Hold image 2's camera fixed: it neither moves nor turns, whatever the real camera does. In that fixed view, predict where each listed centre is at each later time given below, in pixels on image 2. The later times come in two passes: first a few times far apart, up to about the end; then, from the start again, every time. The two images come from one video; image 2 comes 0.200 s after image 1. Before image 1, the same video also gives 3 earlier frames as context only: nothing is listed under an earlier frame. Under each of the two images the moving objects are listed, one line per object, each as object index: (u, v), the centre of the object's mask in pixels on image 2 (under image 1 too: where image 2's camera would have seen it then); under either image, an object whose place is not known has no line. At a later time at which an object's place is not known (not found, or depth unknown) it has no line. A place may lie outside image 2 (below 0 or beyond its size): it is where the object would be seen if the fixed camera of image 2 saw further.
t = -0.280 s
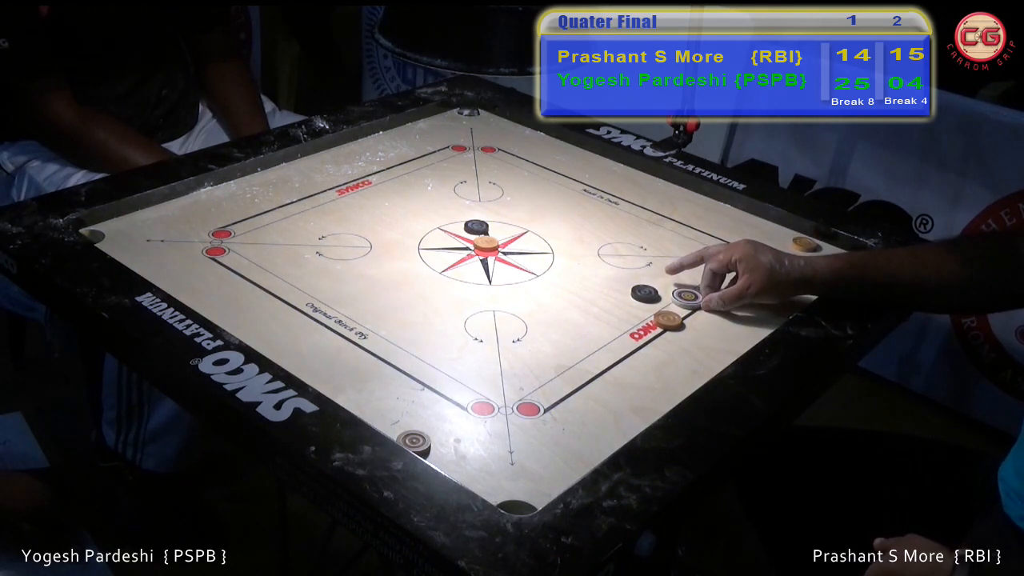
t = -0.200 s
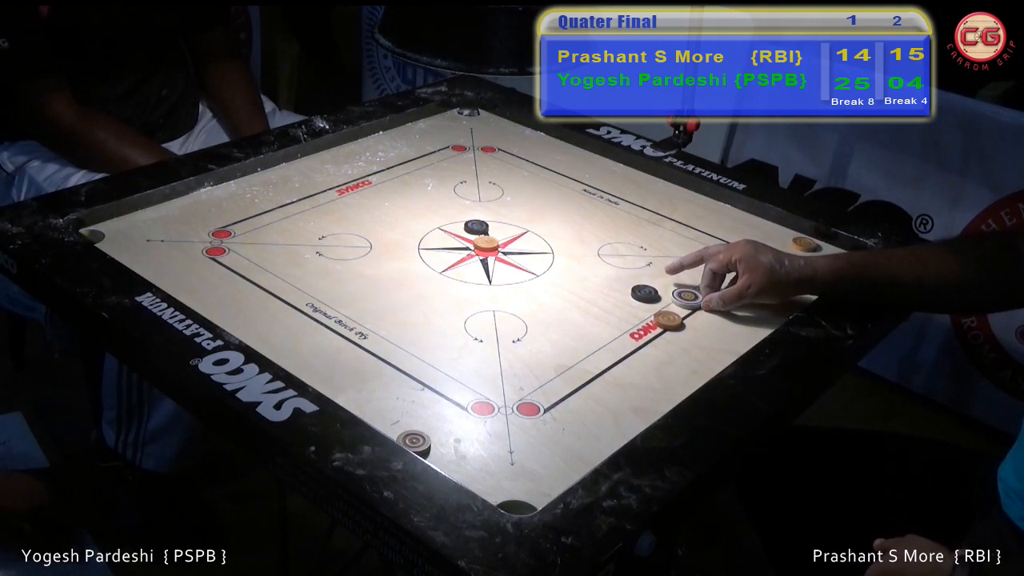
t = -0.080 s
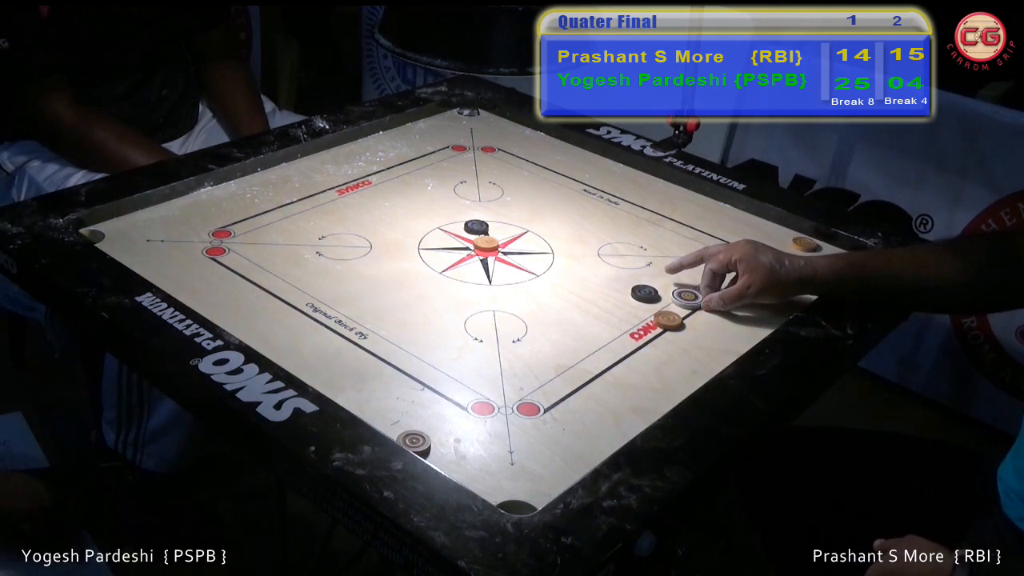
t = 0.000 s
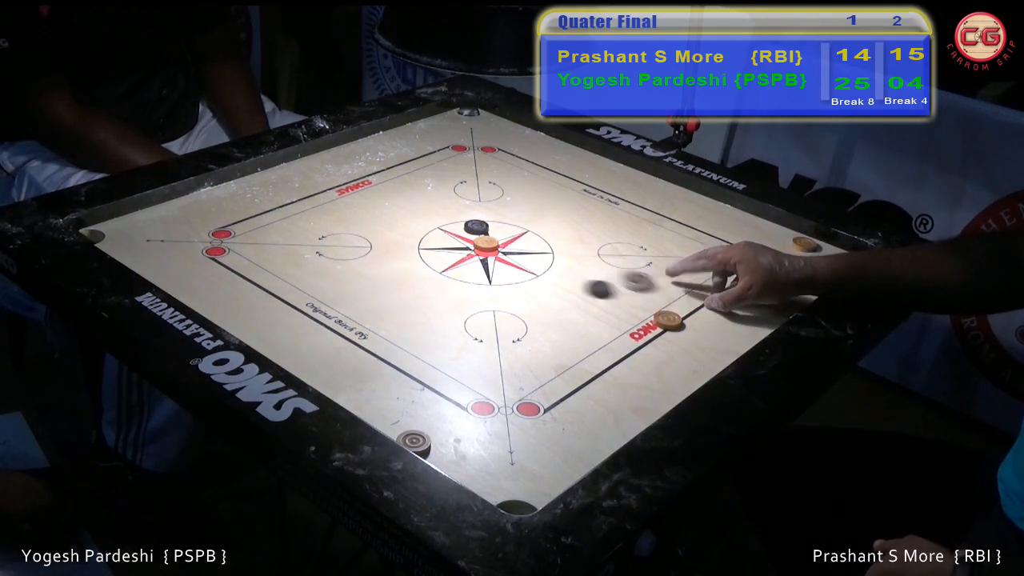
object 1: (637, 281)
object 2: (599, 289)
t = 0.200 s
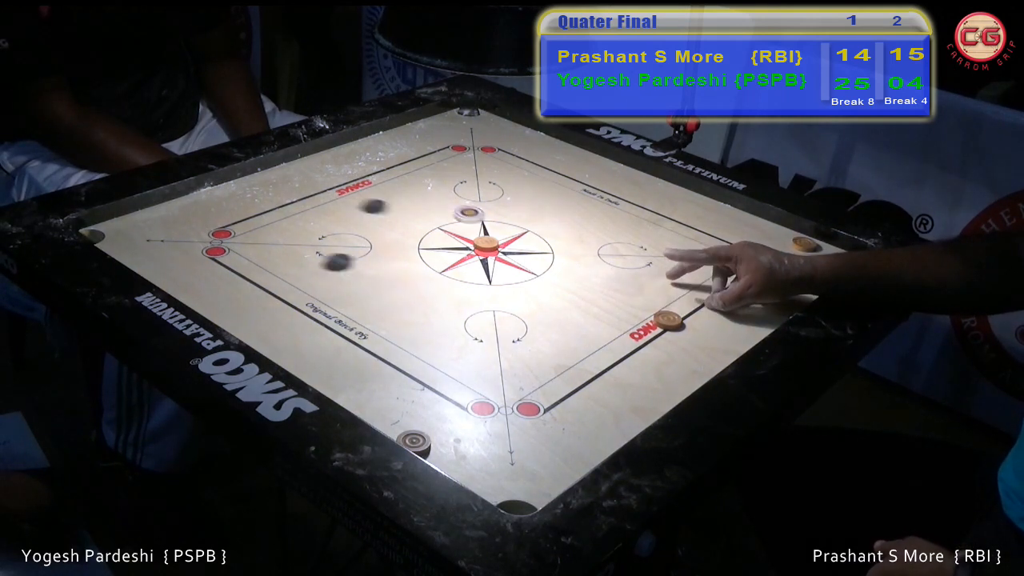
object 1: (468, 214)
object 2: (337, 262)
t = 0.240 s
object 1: (454, 206)
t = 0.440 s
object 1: (400, 177)
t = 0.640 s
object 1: (375, 163)
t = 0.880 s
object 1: (371, 160)
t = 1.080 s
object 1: (371, 160)
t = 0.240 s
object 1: (454, 206)
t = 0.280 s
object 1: (440, 199)
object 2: (251, 253)
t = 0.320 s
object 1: (428, 193)
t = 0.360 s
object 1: (417, 186)
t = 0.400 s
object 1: (408, 182)
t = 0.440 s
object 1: (400, 177)
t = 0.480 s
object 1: (393, 173)
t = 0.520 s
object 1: (387, 170)
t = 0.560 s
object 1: (382, 167)
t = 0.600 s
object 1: (378, 165)
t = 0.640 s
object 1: (375, 163)
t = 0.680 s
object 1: (373, 161)
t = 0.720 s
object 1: (372, 161)
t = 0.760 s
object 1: (371, 160)
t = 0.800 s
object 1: (371, 160)
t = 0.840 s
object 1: (371, 160)
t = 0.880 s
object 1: (371, 160)
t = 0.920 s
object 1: (371, 160)
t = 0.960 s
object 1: (371, 160)
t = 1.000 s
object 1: (371, 160)
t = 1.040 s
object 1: (371, 161)
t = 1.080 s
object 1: (371, 160)
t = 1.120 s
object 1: (371, 160)
